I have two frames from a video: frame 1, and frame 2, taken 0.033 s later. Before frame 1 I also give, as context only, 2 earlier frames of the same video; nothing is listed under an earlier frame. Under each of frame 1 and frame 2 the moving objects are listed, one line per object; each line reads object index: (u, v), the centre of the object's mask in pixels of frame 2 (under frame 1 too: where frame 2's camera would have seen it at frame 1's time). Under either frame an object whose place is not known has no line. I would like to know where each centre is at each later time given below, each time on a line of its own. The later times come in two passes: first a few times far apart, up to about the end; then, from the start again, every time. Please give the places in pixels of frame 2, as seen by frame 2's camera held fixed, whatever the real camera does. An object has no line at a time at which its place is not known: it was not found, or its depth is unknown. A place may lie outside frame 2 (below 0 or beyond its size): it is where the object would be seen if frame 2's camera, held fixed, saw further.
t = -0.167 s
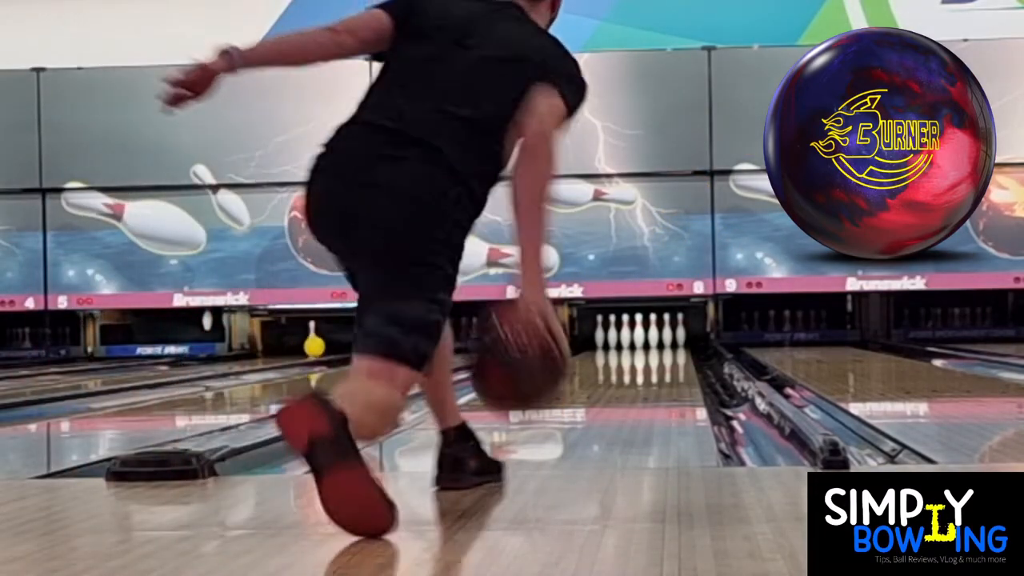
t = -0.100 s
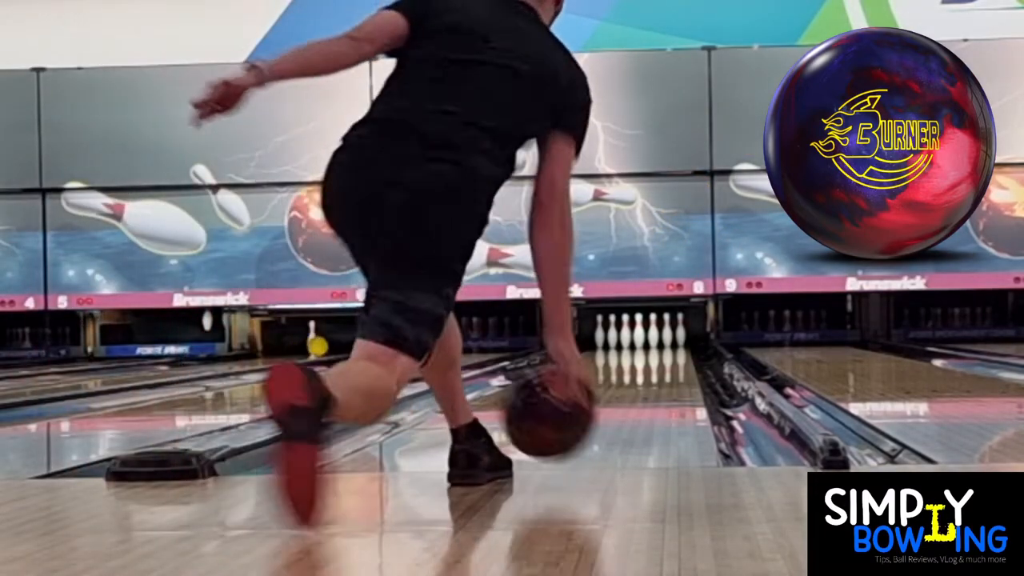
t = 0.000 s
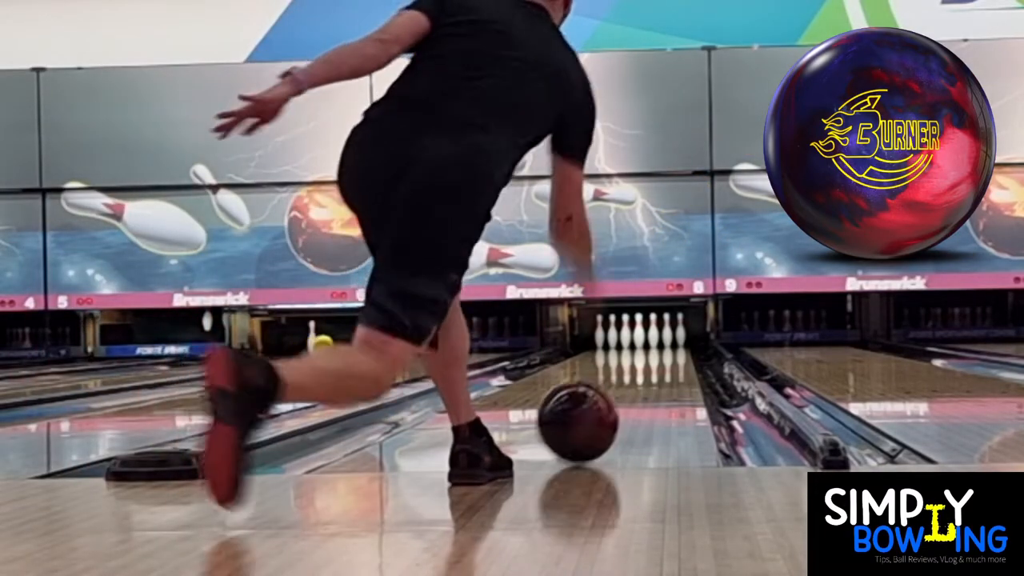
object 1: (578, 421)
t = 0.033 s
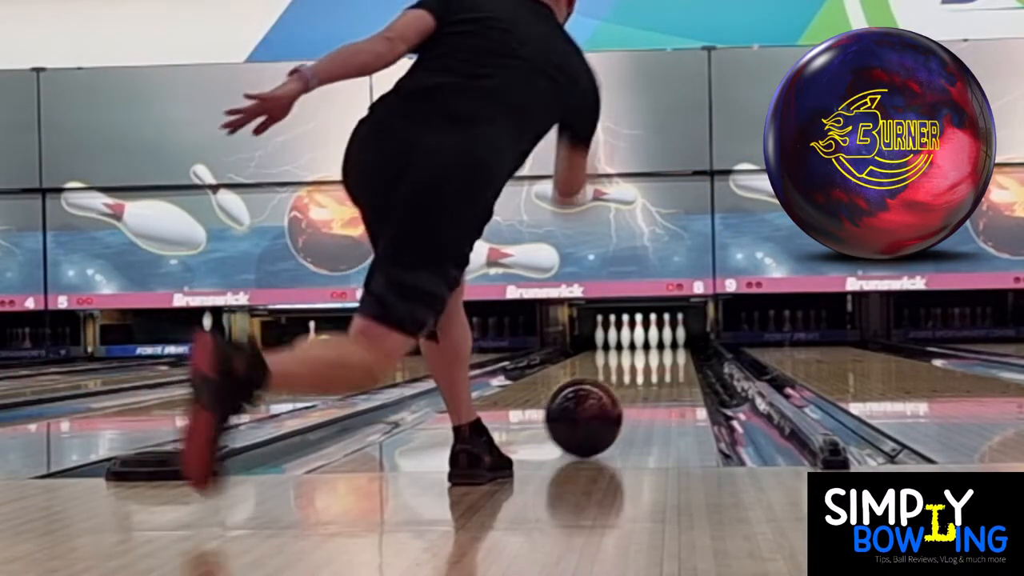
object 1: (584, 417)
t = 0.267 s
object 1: (611, 392)
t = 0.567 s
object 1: (632, 374)
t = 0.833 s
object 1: (642, 363)
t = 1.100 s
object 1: (649, 355)
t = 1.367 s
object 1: (654, 350)
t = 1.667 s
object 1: (656, 345)
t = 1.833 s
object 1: (656, 344)
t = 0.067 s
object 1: (588, 413)
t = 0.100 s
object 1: (593, 409)
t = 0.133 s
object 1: (597, 405)
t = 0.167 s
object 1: (601, 402)
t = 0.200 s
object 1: (605, 398)
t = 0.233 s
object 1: (608, 395)
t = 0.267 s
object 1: (611, 392)
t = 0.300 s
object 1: (614, 390)
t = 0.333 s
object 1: (617, 387)
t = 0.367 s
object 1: (619, 385)
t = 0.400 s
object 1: (622, 383)
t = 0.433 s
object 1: (624, 381)
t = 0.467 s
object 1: (626, 379)
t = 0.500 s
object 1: (628, 378)
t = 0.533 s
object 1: (630, 376)
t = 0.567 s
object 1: (632, 374)
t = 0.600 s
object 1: (633, 372)
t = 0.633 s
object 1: (635, 371)
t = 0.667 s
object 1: (636, 369)
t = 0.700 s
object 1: (637, 368)
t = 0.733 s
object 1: (639, 367)
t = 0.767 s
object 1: (640, 365)
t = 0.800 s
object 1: (641, 364)
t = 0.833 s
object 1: (642, 363)
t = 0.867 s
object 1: (643, 362)
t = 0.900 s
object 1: (644, 361)
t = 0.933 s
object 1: (645, 360)
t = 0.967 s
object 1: (646, 359)
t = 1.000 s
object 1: (647, 358)
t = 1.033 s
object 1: (648, 357)
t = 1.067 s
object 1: (648, 356)
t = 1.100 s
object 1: (649, 355)
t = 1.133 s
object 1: (650, 354)
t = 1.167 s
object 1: (650, 354)
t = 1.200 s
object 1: (651, 353)
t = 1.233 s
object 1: (652, 352)
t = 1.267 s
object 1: (652, 352)
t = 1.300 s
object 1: (653, 351)
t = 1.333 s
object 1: (653, 350)
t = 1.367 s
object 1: (654, 350)
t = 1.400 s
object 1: (654, 349)
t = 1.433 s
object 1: (655, 349)
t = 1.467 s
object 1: (655, 348)
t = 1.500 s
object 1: (655, 348)
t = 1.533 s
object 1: (655, 347)
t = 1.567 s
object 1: (656, 346)
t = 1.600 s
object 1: (655, 346)
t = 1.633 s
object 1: (656, 346)
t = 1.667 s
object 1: (656, 345)
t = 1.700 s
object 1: (656, 345)
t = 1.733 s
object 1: (656, 344)
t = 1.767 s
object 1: (656, 344)
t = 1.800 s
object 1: (656, 344)
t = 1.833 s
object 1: (656, 344)
